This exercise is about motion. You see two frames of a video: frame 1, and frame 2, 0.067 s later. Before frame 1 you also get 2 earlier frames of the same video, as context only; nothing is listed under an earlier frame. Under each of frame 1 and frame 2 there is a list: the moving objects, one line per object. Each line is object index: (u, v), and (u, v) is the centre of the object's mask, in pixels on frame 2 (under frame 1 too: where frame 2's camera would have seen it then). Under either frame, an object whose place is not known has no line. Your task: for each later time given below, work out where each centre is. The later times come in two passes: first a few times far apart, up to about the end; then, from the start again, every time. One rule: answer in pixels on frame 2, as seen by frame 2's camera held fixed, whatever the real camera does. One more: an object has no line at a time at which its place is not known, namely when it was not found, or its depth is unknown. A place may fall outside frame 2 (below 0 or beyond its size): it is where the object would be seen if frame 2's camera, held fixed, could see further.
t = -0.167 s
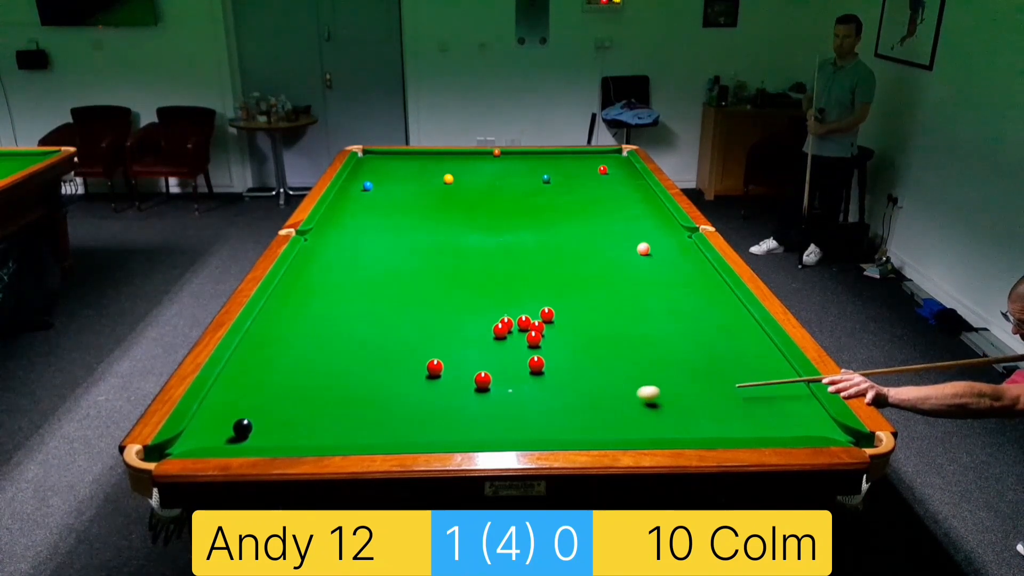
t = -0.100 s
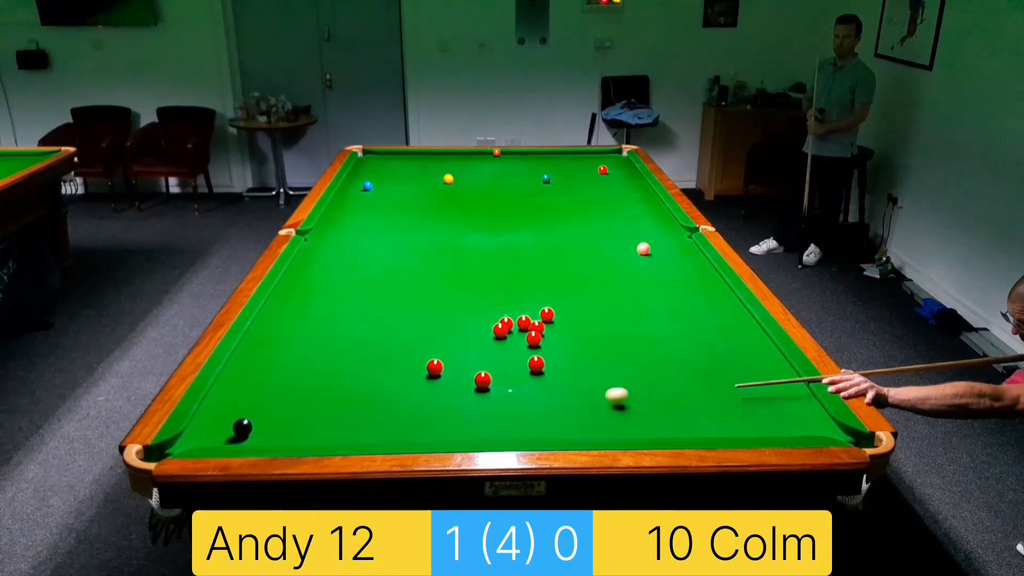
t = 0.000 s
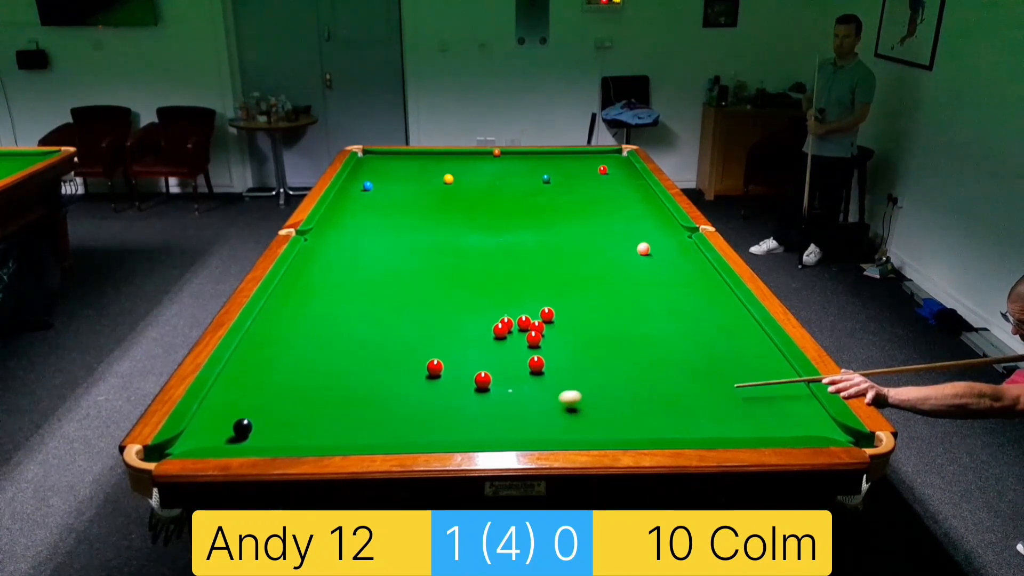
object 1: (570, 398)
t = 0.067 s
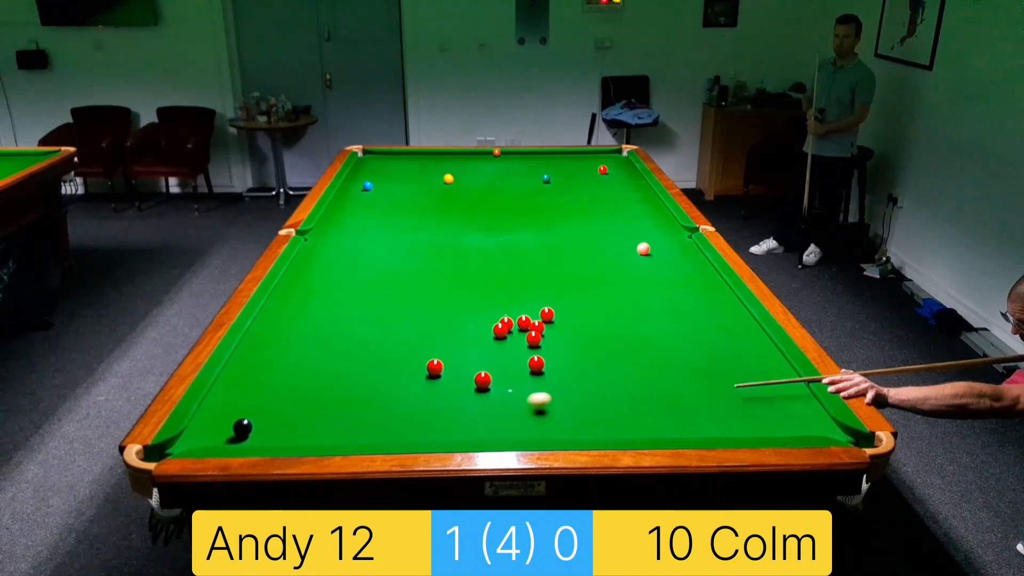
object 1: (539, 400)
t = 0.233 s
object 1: (461, 405)
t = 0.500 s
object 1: (332, 415)
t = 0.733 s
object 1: (253, 415)
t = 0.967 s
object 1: (218, 403)
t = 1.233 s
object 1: (241, 392)
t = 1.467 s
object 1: (270, 384)
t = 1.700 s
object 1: (296, 376)
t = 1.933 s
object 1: (319, 369)
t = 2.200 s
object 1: (343, 362)
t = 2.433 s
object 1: (362, 357)
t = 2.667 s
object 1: (379, 352)
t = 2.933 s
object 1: (395, 347)
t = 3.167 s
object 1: (409, 343)
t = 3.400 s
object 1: (421, 340)
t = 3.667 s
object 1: (432, 336)
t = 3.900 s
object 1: (441, 333)
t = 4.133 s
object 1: (448, 331)
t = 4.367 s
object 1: (454, 329)
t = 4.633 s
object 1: (460, 328)
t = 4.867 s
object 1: (463, 327)
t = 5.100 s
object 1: (466, 326)
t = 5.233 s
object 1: (467, 326)
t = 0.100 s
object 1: (524, 401)
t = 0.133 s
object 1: (509, 402)
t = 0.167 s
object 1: (493, 403)
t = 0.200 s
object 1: (476, 404)
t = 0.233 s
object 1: (461, 405)
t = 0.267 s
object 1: (445, 406)
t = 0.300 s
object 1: (429, 408)
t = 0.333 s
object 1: (414, 409)
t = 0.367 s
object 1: (397, 410)
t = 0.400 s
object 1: (381, 412)
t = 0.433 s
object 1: (365, 413)
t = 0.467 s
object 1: (348, 414)
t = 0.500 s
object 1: (332, 415)
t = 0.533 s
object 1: (316, 417)
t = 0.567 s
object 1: (299, 418)
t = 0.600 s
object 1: (282, 419)
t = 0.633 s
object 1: (266, 420)
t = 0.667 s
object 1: (260, 419)
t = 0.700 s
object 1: (257, 417)
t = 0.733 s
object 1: (253, 415)
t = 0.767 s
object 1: (248, 413)
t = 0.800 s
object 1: (243, 411)
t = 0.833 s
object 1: (238, 410)
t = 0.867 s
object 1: (233, 407)
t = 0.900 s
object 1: (228, 406)
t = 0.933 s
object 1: (223, 405)
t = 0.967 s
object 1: (218, 403)
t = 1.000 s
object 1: (213, 401)
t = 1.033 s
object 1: (214, 400)
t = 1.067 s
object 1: (219, 399)
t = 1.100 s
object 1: (224, 398)
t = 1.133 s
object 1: (228, 396)
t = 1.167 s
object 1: (233, 395)
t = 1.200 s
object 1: (237, 393)
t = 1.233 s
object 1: (241, 392)
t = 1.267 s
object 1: (246, 391)
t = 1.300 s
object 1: (250, 390)
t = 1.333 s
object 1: (254, 388)
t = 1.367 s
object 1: (258, 387)
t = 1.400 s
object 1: (262, 386)
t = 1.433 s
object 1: (266, 385)
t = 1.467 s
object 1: (270, 384)
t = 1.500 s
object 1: (274, 383)
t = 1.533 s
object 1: (278, 382)
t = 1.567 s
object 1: (281, 380)
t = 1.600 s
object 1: (285, 379)
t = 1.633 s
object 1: (288, 378)
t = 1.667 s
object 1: (292, 377)
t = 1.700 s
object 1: (296, 376)
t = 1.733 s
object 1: (299, 375)
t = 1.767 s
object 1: (302, 374)
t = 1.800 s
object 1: (306, 373)
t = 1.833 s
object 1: (309, 372)
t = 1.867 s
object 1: (312, 371)
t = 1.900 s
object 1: (316, 370)
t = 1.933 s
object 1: (319, 369)
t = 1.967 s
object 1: (322, 368)
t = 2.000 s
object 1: (325, 367)
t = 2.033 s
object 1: (328, 366)
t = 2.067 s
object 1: (331, 366)
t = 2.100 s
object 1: (334, 365)
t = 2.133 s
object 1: (337, 364)
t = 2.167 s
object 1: (340, 363)
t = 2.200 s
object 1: (343, 362)
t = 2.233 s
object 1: (346, 361)
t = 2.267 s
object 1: (348, 361)
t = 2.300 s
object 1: (351, 360)
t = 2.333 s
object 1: (354, 359)
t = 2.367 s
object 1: (356, 358)
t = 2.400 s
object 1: (359, 357)
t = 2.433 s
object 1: (362, 357)
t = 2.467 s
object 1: (364, 356)
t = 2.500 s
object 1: (367, 355)
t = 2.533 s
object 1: (369, 354)
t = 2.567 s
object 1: (372, 354)
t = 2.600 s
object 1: (374, 353)
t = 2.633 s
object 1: (376, 353)
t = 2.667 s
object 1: (379, 352)
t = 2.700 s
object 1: (381, 351)
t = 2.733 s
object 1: (383, 351)
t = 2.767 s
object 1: (385, 350)
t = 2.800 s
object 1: (387, 349)
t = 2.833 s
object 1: (390, 348)
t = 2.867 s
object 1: (391, 348)
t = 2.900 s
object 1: (394, 347)
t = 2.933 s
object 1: (395, 347)
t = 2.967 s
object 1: (397, 346)
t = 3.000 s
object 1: (399, 346)
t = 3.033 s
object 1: (401, 345)
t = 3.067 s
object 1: (403, 345)
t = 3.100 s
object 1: (405, 344)
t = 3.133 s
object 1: (407, 343)
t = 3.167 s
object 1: (409, 343)
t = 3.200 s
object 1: (410, 342)
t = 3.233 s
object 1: (412, 342)
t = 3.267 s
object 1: (414, 341)
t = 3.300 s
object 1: (416, 341)
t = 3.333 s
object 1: (417, 340)
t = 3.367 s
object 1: (419, 340)
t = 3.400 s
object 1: (421, 340)
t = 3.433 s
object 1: (422, 339)
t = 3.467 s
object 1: (424, 339)
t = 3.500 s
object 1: (425, 338)
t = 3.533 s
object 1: (426, 338)
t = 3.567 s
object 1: (428, 337)
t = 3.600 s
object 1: (429, 337)
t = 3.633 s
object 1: (431, 336)
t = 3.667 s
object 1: (432, 336)
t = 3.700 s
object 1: (433, 336)
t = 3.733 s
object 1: (435, 335)
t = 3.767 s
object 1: (436, 335)
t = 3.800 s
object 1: (437, 334)
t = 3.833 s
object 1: (438, 334)
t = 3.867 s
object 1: (440, 334)
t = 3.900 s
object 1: (441, 333)
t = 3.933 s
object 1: (442, 333)
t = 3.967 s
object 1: (443, 333)
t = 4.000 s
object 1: (444, 332)
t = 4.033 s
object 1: (445, 332)
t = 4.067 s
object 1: (446, 332)
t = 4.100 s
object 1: (447, 331)
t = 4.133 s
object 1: (448, 331)
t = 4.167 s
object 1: (449, 331)
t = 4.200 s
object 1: (450, 330)
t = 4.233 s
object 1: (451, 330)
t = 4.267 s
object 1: (452, 330)
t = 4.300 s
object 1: (452, 330)
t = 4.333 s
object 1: (453, 329)
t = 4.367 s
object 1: (454, 329)
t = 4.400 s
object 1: (455, 329)
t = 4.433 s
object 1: (456, 329)
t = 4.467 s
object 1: (456, 329)
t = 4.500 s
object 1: (457, 328)
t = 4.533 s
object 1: (458, 328)
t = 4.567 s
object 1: (458, 328)
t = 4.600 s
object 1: (459, 328)
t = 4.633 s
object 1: (460, 328)
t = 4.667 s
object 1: (460, 328)
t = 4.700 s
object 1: (461, 327)
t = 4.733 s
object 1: (461, 327)
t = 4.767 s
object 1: (462, 327)
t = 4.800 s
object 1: (462, 327)
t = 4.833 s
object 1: (463, 327)
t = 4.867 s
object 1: (463, 327)
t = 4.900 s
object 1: (464, 327)
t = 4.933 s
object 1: (464, 327)
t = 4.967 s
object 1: (465, 327)
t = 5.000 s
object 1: (465, 326)
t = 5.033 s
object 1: (465, 326)
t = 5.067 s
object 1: (465, 326)
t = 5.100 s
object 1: (466, 326)
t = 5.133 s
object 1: (466, 326)
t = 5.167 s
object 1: (466, 326)
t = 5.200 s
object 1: (467, 326)
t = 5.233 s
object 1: (467, 326)
